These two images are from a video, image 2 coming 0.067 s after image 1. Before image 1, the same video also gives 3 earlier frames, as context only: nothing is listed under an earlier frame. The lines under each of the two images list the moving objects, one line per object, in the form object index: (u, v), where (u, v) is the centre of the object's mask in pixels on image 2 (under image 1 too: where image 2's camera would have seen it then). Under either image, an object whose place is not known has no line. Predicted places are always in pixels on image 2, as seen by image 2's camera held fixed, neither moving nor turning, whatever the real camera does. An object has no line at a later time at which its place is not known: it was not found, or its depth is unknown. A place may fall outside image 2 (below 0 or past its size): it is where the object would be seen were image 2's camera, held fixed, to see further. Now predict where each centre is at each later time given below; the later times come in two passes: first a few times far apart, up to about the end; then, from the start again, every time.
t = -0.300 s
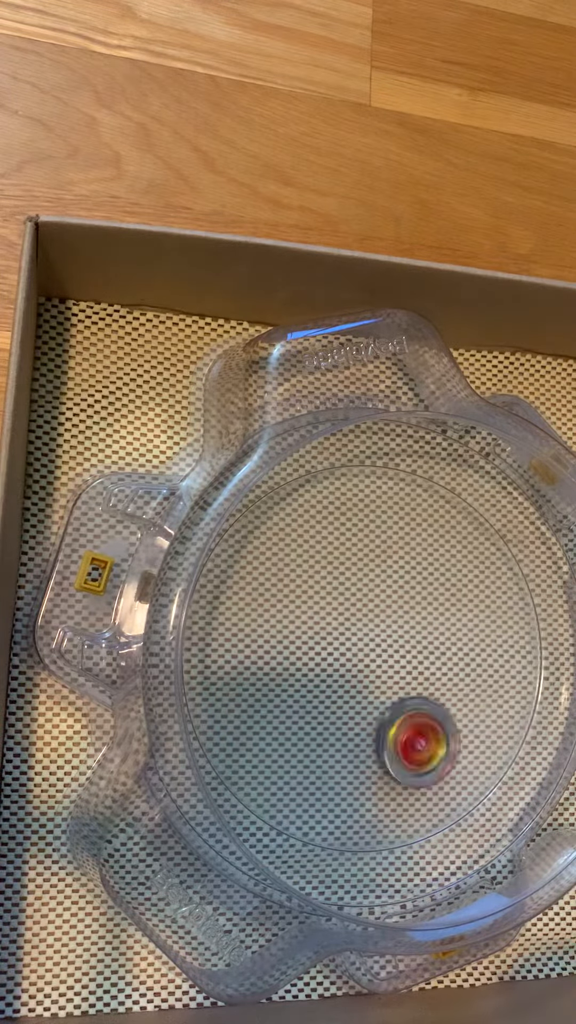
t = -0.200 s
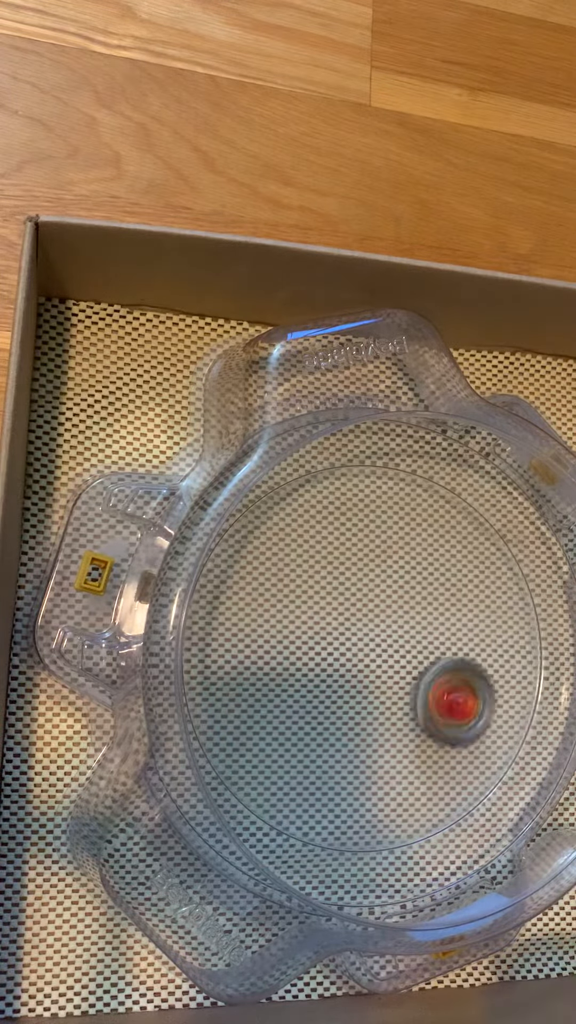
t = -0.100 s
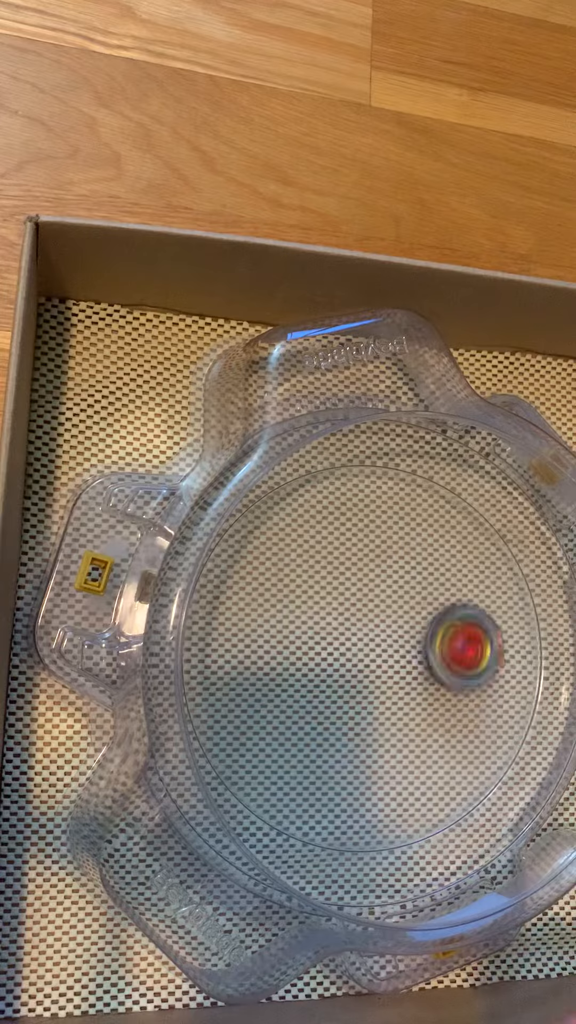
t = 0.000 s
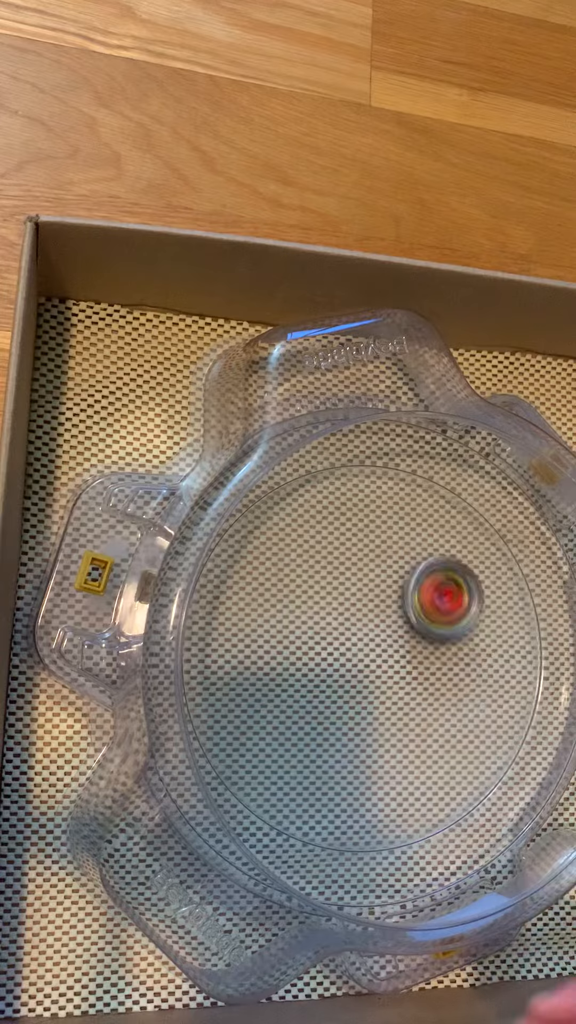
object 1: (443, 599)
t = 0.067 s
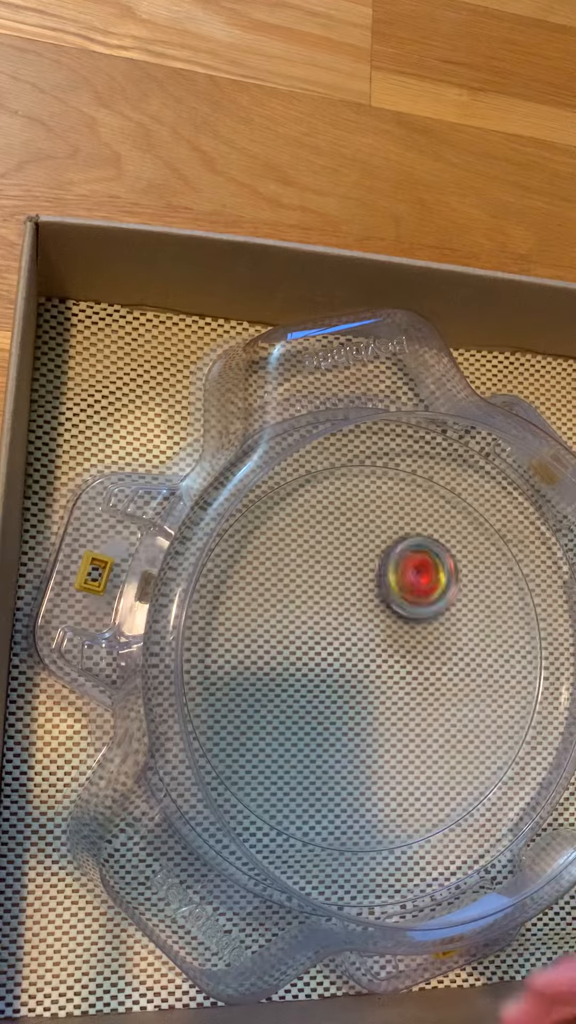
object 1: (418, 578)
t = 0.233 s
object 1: (338, 580)
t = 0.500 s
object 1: (313, 697)
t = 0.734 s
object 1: (400, 726)
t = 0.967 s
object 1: (439, 655)
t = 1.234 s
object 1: (390, 599)
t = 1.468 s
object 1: (348, 621)
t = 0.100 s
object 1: (403, 573)
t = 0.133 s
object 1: (386, 568)
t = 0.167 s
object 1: (368, 570)
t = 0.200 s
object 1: (355, 572)
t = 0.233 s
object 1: (338, 580)
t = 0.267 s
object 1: (327, 590)
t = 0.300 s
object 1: (314, 602)
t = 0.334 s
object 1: (307, 619)
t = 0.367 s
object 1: (302, 632)
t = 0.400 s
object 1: (299, 651)
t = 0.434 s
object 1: (301, 666)
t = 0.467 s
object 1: (304, 682)
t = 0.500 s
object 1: (313, 697)
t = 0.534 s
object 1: (321, 709)
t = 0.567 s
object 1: (333, 720)
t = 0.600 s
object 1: (347, 725)
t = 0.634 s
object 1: (361, 732)
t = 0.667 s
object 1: (375, 730)
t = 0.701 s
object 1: (387, 732)
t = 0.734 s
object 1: (400, 726)
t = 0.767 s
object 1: (409, 720)
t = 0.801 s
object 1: (421, 711)
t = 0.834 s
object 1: (427, 702)
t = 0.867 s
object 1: (434, 691)
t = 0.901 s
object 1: (437, 679)
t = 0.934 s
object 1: (440, 668)
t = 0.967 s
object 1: (439, 655)
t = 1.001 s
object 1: (438, 645)
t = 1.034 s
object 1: (432, 633)
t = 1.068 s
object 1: (427, 625)
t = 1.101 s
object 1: (421, 615)
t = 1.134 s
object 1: (413, 612)
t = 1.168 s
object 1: (405, 604)
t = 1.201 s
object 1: (396, 603)
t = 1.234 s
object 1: (390, 599)
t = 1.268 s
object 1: (381, 601)
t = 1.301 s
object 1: (375, 601)
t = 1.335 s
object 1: (366, 604)
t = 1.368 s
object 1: (363, 606)
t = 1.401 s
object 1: (356, 611)
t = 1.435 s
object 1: (353, 615)
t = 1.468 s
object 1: (348, 621)
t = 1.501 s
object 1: (347, 625)
